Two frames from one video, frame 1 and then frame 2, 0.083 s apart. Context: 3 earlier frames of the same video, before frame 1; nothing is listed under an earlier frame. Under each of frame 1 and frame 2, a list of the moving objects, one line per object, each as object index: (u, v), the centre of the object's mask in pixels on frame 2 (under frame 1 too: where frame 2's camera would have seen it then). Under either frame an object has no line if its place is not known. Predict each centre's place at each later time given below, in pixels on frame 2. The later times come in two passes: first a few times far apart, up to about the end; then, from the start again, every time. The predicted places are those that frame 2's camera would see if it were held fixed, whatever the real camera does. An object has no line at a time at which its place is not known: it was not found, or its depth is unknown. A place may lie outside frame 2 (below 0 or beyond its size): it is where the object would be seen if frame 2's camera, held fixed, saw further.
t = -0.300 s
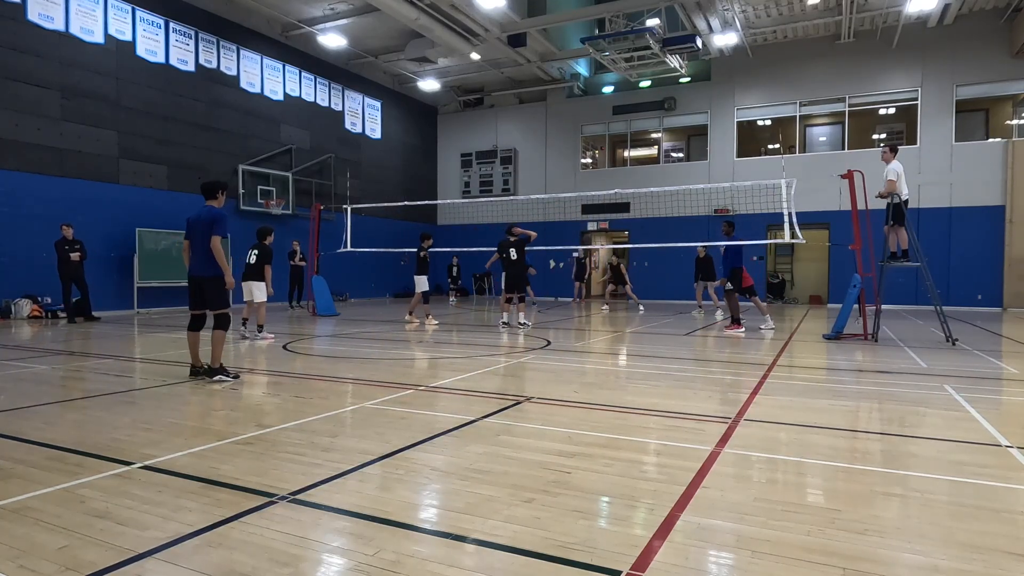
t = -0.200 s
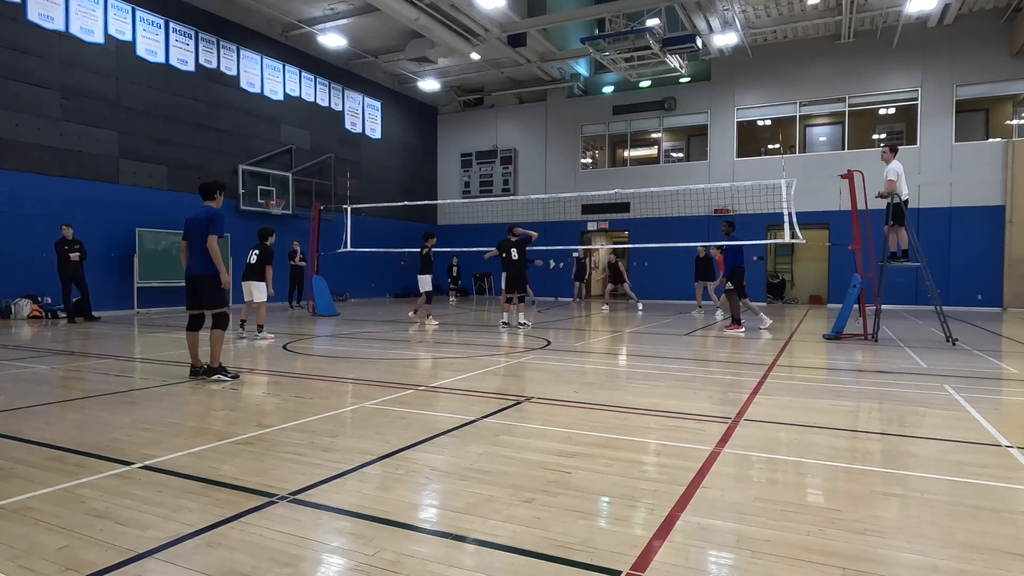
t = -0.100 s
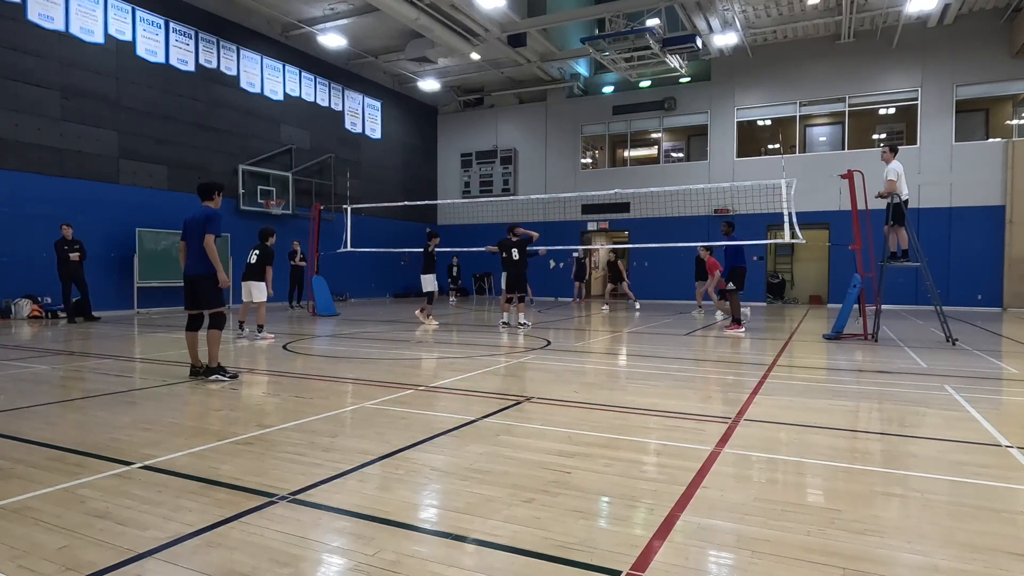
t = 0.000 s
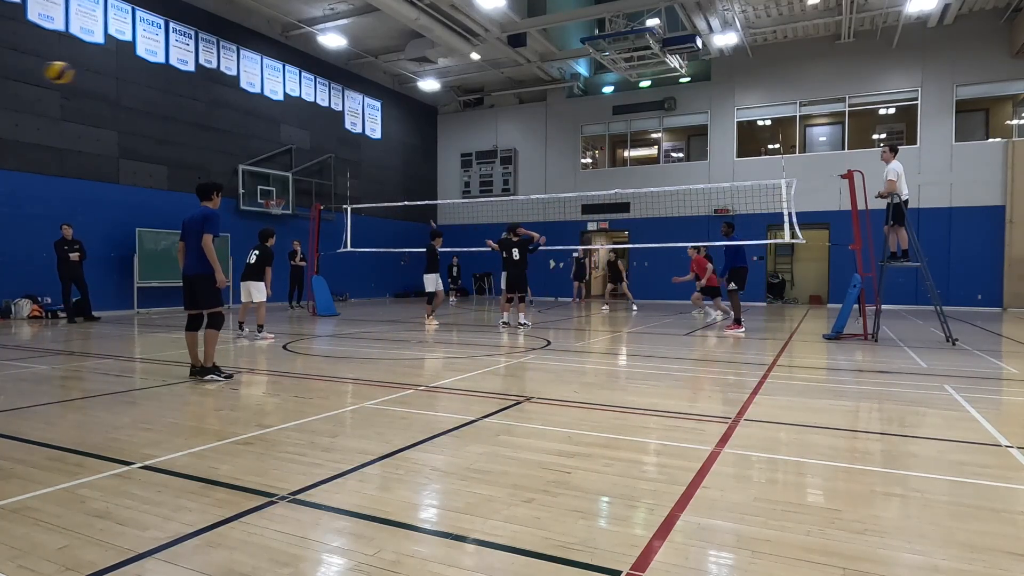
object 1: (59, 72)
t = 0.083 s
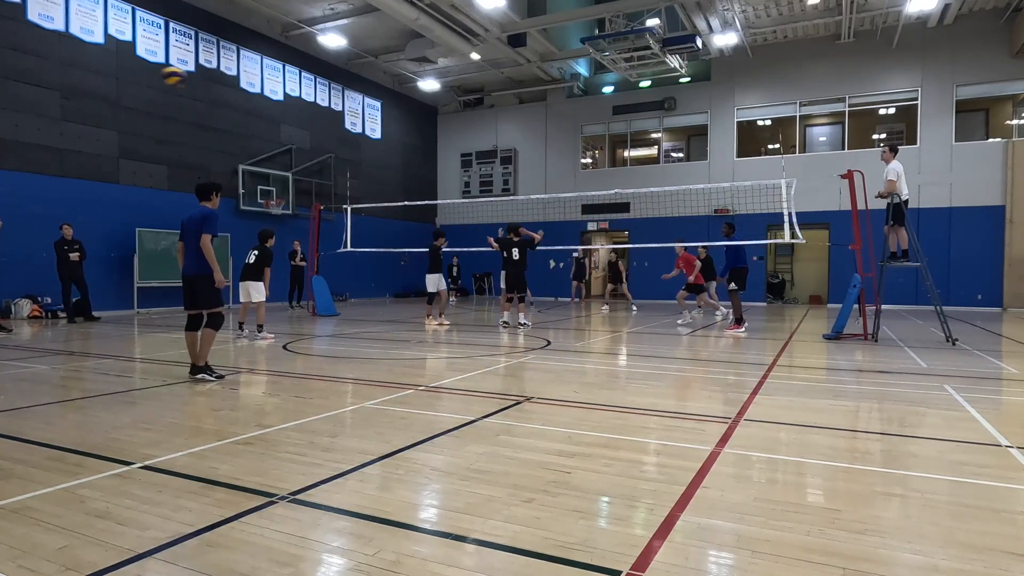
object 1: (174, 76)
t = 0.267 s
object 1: (360, 102)
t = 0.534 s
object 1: (534, 160)
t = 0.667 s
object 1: (596, 192)
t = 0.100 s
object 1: (194, 78)
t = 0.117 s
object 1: (213, 79)
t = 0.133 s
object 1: (232, 81)
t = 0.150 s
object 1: (251, 84)
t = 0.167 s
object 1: (268, 86)
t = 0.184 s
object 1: (285, 88)
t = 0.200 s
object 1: (302, 90)
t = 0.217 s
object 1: (317, 94)
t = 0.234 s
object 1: (333, 96)
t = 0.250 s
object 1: (346, 99)
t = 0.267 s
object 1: (360, 102)
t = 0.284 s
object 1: (375, 105)
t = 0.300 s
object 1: (388, 109)
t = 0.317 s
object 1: (401, 112)
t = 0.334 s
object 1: (413, 115)
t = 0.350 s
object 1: (425, 118)
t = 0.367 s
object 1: (435, 122)
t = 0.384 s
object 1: (447, 125)
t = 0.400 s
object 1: (458, 128)
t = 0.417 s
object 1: (469, 131)
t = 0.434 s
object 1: (478, 135)
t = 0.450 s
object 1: (489, 139)
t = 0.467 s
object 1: (498, 143)
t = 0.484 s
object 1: (507, 148)
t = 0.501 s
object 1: (517, 152)
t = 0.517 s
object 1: (526, 156)
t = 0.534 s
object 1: (534, 160)
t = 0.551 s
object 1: (543, 164)
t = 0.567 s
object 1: (551, 167)
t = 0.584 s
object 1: (559, 171)
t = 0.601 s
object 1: (567, 176)
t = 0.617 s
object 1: (574, 180)
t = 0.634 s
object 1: (582, 183)
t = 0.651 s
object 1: (589, 188)
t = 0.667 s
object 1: (596, 192)
